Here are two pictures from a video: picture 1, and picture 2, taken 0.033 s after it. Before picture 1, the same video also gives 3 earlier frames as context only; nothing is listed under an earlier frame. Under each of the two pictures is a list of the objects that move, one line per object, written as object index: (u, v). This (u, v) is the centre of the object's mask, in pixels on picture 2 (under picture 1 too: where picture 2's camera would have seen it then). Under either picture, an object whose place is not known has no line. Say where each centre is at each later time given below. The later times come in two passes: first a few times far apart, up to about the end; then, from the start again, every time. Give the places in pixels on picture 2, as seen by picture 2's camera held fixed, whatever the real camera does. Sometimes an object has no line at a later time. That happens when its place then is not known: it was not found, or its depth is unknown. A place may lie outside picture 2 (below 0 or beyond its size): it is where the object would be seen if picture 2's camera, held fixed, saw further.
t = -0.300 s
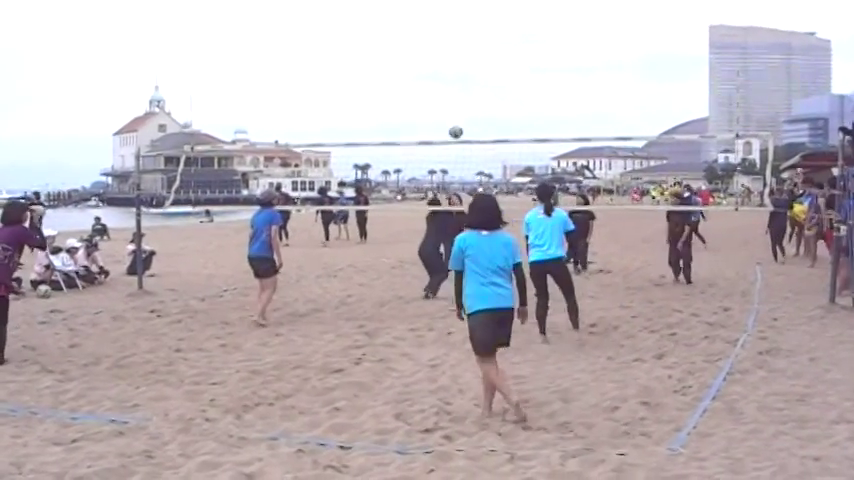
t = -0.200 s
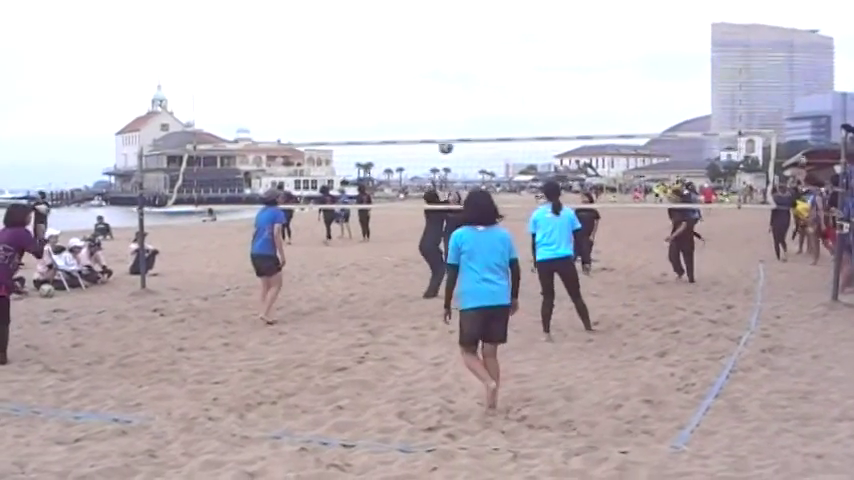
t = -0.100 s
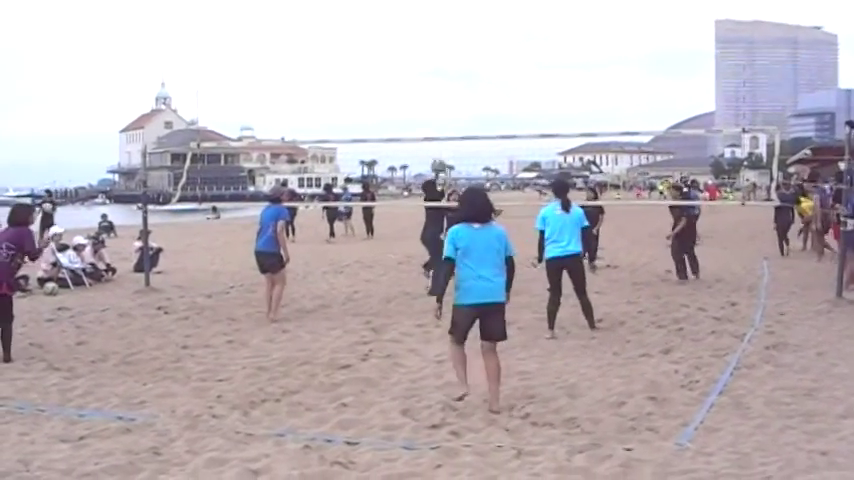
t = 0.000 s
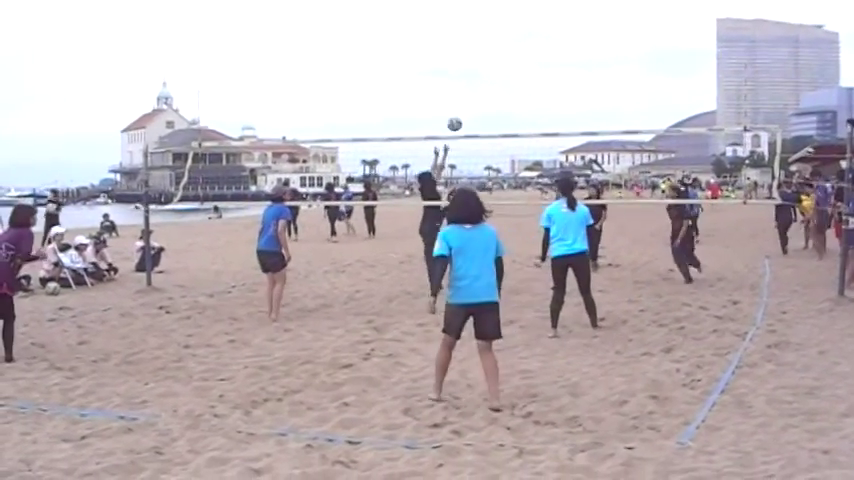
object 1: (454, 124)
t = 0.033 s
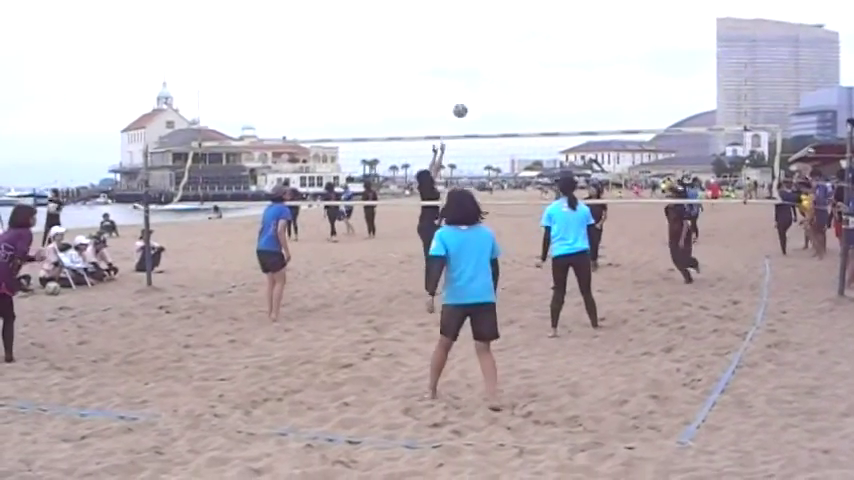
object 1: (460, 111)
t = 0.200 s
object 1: (489, 57)
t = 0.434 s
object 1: (532, 14)
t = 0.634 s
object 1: (569, 7)
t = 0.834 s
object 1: (606, 27)
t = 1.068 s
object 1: (649, 82)
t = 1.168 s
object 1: (667, 116)
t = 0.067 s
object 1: (466, 98)
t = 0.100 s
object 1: (471, 87)
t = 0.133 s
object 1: (477, 76)
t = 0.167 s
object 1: (483, 66)
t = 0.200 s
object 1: (489, 57)
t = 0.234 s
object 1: (496, 48)
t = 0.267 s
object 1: (502, 41)
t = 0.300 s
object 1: (508, 34)
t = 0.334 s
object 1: (514, 28)
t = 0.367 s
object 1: (520, 22)
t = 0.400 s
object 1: (526, 18)
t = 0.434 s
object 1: (532, 14)
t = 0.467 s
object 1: (539, 11)
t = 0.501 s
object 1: (545, 9)
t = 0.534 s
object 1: (551, 7)
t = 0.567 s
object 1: (557, 6)
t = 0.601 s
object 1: (563, 6)
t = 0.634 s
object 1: (569, 7)
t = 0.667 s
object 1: (575, 9)
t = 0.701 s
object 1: (582, 11)
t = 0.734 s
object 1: (588, 13)
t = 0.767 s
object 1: (593, 17)
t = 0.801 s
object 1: (600, 22)
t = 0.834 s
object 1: (606, 27)
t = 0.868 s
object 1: (611, 33)
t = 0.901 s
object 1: (618, 39)
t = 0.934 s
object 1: (624, 46)
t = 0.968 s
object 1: (630, 54)
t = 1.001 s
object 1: (636, 63)
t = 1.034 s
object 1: (643, 72)
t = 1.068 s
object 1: (649, 82)
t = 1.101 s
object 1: (655, 92)
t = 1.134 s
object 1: (661, 104)
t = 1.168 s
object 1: (667, 116)
